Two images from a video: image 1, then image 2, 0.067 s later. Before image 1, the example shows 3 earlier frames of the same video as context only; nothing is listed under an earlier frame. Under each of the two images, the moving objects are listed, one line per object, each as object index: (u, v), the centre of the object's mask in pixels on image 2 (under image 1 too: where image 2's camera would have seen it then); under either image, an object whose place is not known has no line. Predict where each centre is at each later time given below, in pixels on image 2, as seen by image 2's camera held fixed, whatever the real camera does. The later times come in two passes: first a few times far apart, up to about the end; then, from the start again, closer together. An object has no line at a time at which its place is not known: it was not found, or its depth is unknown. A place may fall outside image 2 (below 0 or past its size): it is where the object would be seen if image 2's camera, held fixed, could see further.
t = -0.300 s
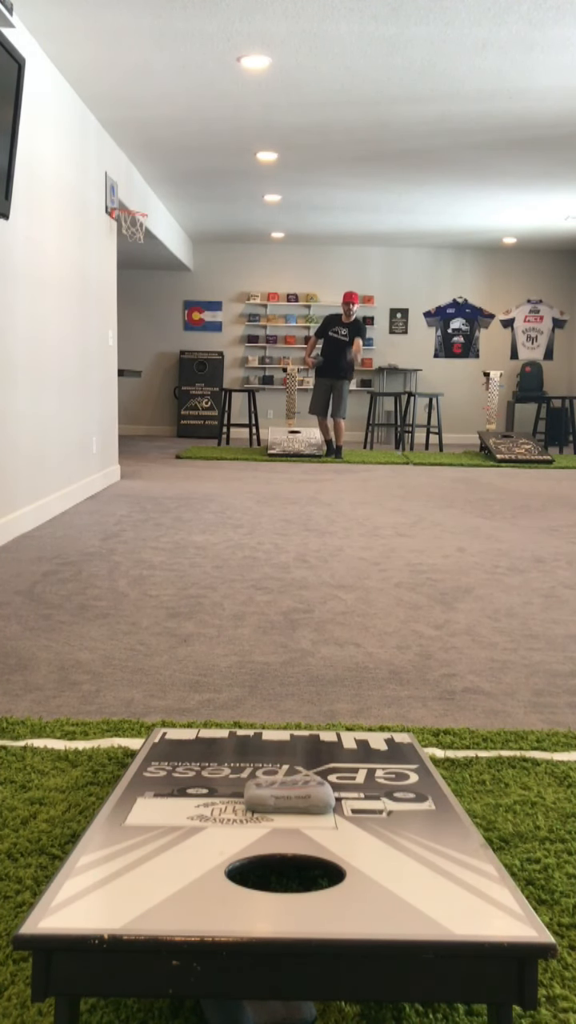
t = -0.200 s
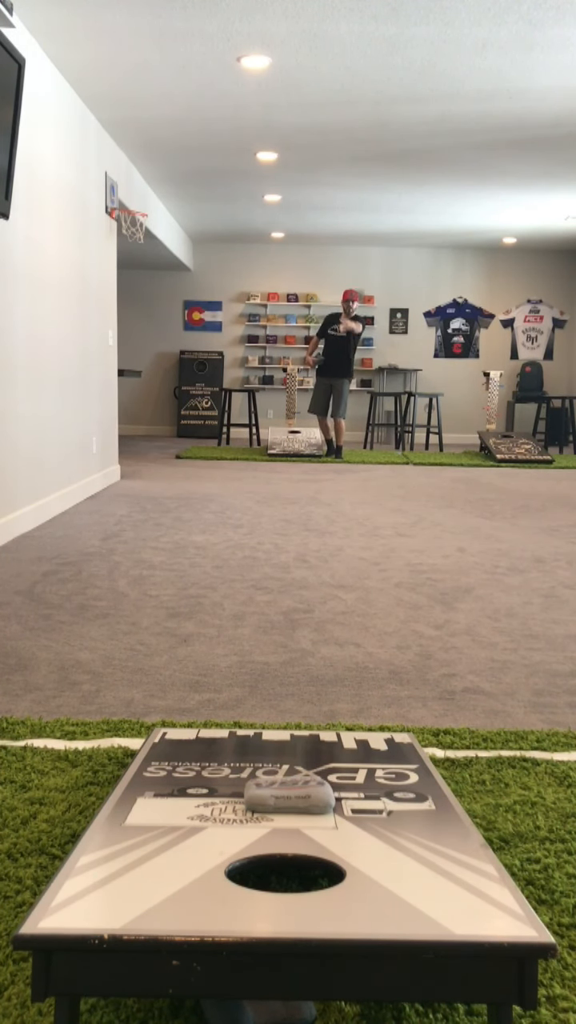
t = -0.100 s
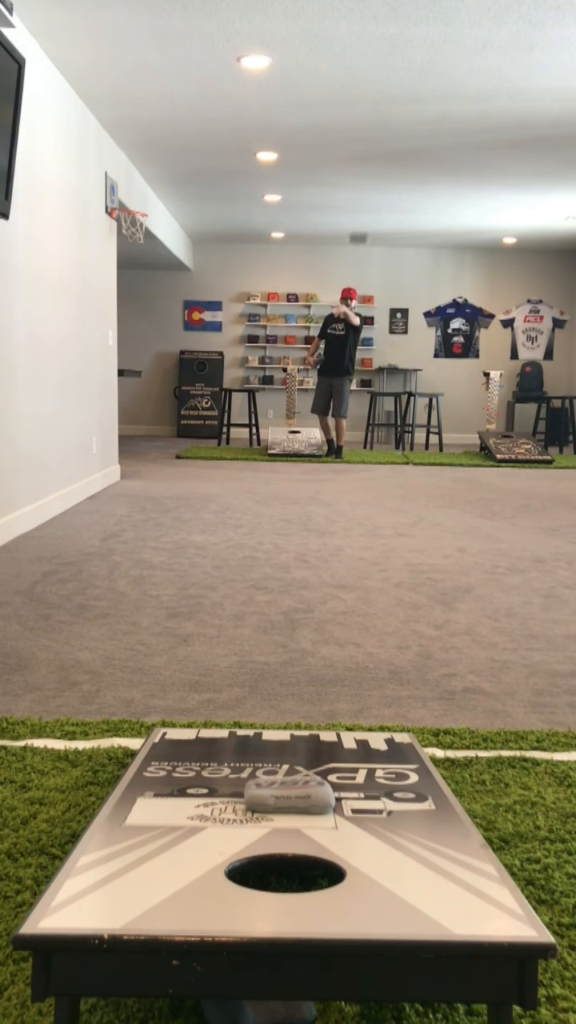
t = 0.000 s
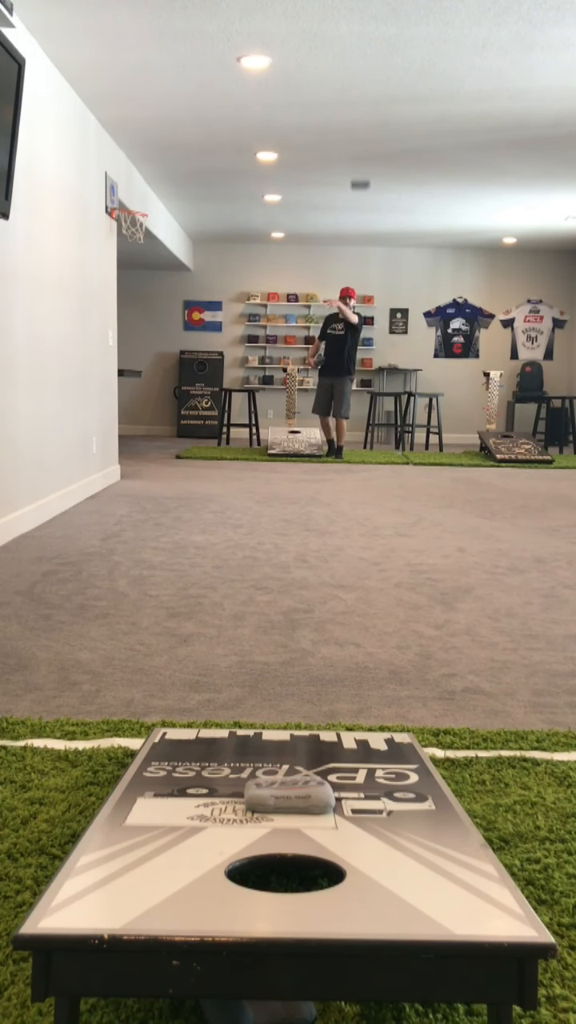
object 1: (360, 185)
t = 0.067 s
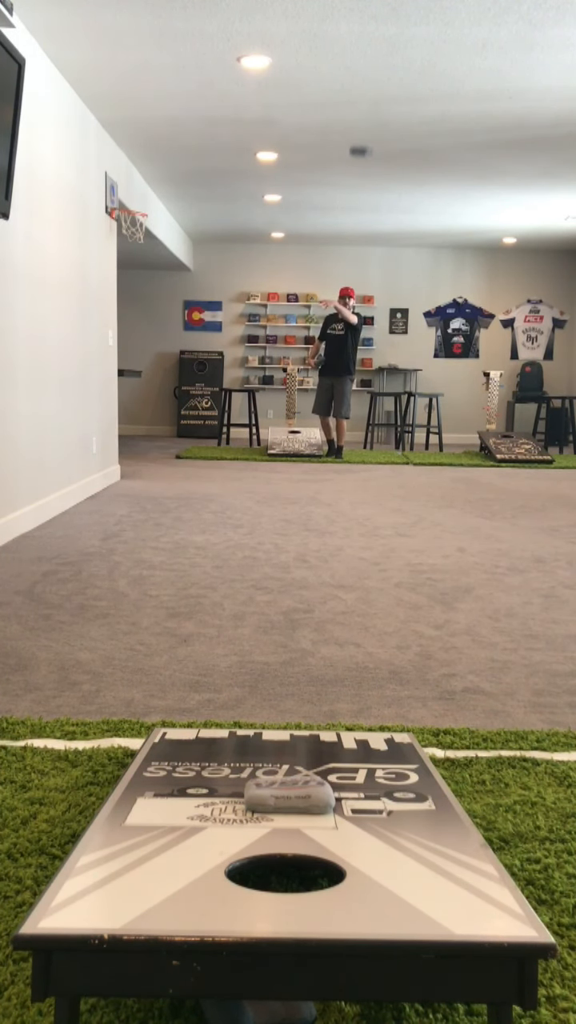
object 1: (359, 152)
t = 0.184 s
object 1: (362, 100)
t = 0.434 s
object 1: (366, 37)
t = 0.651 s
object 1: (365, 98)
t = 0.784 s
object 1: (364, 274)
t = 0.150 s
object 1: (362, 114)
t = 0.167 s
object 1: (362, 107)
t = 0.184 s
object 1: (362, 100)
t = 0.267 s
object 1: (363, 70)
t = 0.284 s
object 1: (364, 65)
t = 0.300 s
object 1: (365, 60)
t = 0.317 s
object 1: (365, 56)
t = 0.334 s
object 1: (365, 52)
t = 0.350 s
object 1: (365, 49)
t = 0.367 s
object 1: (365, 45)
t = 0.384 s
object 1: (365, 43)
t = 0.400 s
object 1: (365, 40)
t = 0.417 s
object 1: (366, 39)
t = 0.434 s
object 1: (366, 37)
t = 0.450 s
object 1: (366, 37)
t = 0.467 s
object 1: (366, 37)
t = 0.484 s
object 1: (366, 37)
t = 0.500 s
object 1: (366, 39)
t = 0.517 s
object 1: (366, 41)
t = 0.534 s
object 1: (366, 44)
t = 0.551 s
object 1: (366, 48)
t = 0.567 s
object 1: (366, 53)
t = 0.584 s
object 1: (366, 60)
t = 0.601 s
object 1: (366, 67)
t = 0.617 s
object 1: (366, 76)
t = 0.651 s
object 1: (365, 98)
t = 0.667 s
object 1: (365, 112)
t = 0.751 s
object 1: (362, 216)
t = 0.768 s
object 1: (360, 245)
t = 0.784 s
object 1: (364, 274)
